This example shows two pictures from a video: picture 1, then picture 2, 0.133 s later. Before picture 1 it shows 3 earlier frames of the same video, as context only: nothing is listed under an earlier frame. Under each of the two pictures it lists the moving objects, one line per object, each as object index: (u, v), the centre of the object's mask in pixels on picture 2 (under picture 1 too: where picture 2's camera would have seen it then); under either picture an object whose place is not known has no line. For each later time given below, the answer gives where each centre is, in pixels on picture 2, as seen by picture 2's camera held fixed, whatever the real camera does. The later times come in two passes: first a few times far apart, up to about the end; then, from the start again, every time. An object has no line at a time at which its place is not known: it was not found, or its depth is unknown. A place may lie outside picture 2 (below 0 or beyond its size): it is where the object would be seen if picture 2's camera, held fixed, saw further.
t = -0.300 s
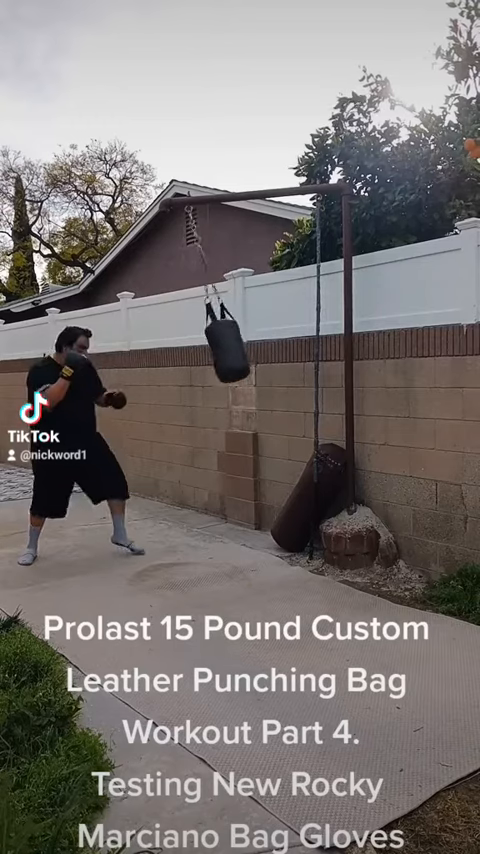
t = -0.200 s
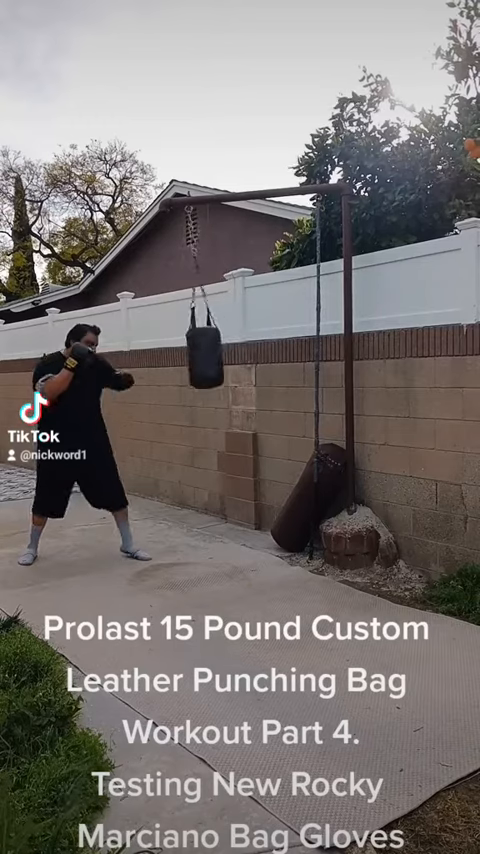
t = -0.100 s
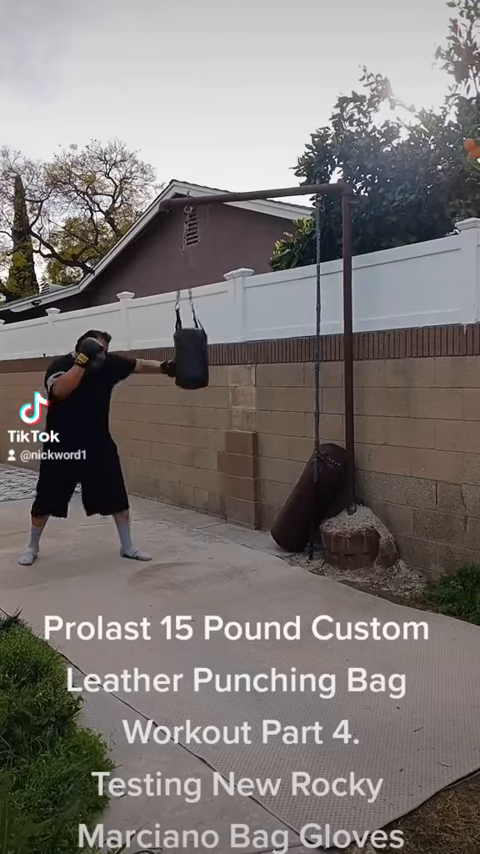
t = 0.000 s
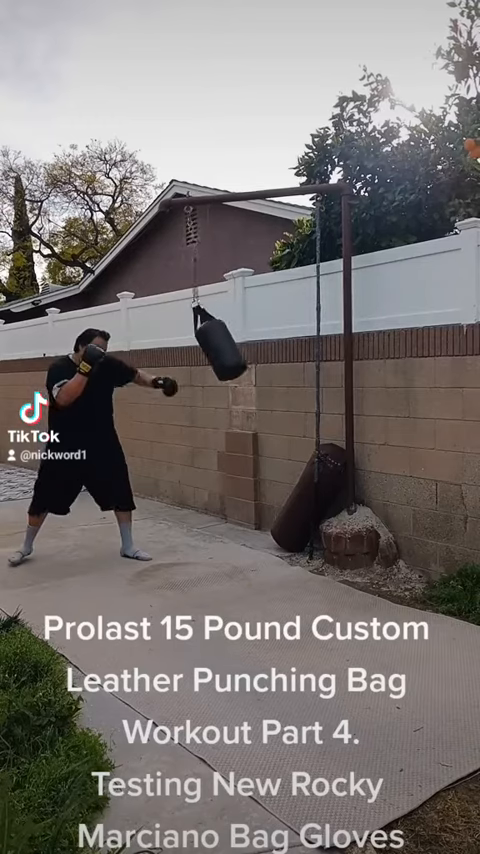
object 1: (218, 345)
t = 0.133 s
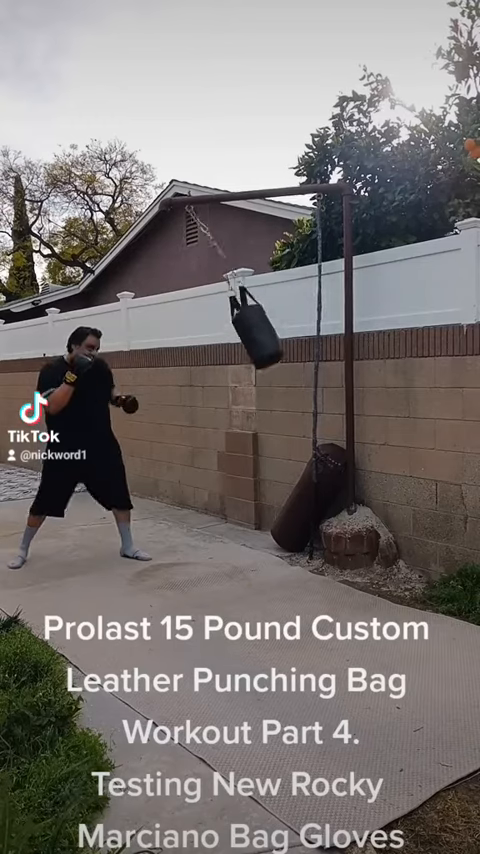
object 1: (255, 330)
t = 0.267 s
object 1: (278, 316)
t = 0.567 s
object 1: (284, 316)
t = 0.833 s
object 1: (232, 346)
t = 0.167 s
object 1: (262, 326)
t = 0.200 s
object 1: (269, 323)
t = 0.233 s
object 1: (274, 320)
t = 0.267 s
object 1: (278, 316)
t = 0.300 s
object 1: (281, 313)
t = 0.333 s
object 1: (283, 310)
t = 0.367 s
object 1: (285, 309)
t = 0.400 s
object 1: (286, 307)
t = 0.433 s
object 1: (285, 306)
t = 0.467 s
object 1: (284, 307)
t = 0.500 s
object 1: (285, 309)
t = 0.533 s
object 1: (285, 312)
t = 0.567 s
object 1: (284, 316)
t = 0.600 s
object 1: (281, 320)
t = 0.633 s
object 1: (276, 323)
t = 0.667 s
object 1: (270, 325)
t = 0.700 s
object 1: (263, 329)
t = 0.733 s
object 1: (256, 333)
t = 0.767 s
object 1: (249, 338)
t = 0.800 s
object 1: (241, 342)
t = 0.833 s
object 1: (232, 346)
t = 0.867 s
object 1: (223, 348)
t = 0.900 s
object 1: (213, 349)
